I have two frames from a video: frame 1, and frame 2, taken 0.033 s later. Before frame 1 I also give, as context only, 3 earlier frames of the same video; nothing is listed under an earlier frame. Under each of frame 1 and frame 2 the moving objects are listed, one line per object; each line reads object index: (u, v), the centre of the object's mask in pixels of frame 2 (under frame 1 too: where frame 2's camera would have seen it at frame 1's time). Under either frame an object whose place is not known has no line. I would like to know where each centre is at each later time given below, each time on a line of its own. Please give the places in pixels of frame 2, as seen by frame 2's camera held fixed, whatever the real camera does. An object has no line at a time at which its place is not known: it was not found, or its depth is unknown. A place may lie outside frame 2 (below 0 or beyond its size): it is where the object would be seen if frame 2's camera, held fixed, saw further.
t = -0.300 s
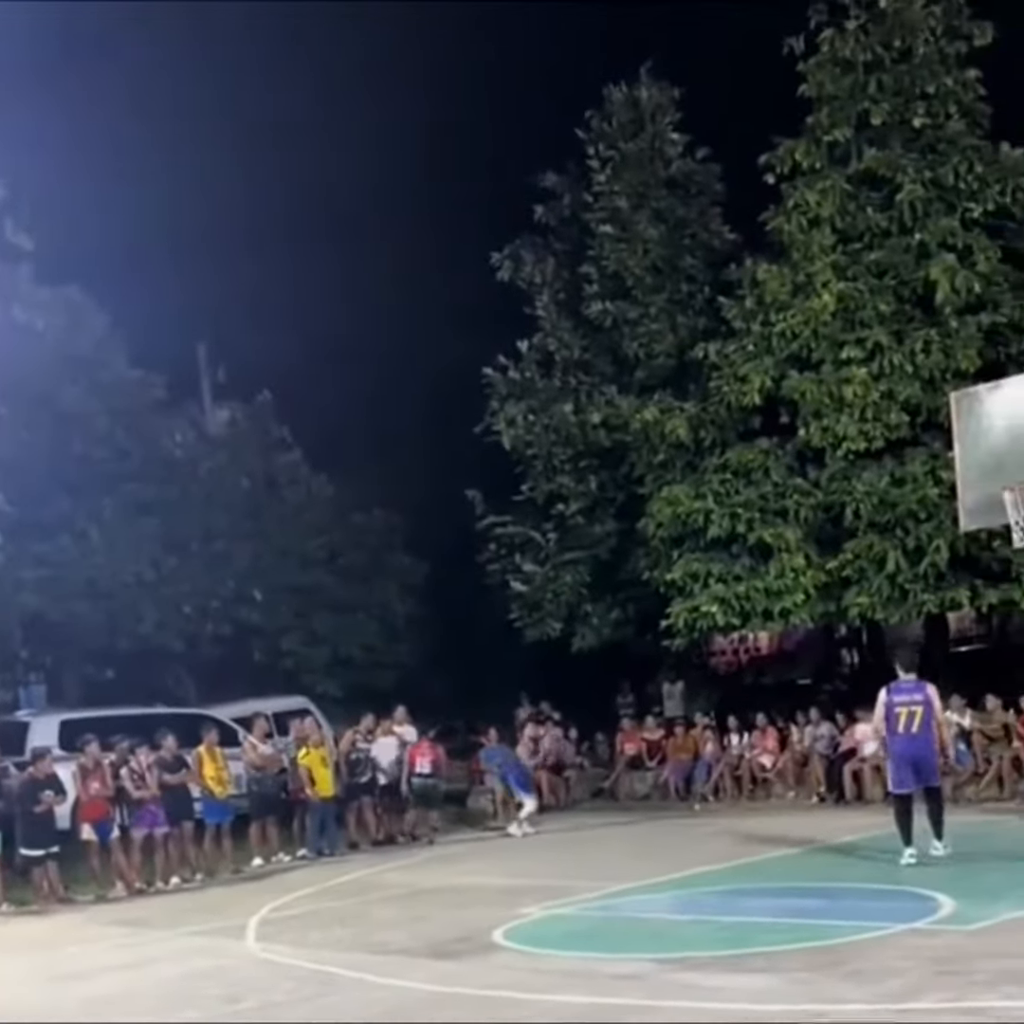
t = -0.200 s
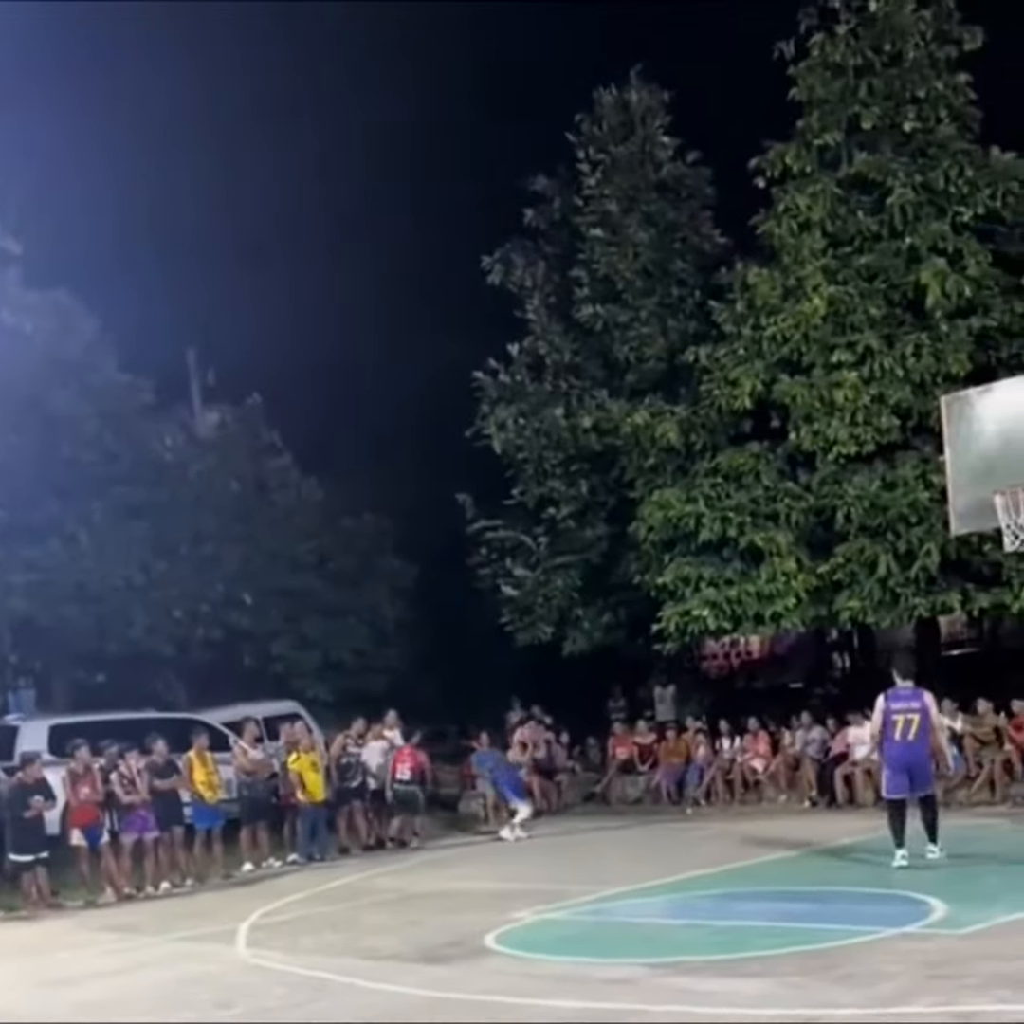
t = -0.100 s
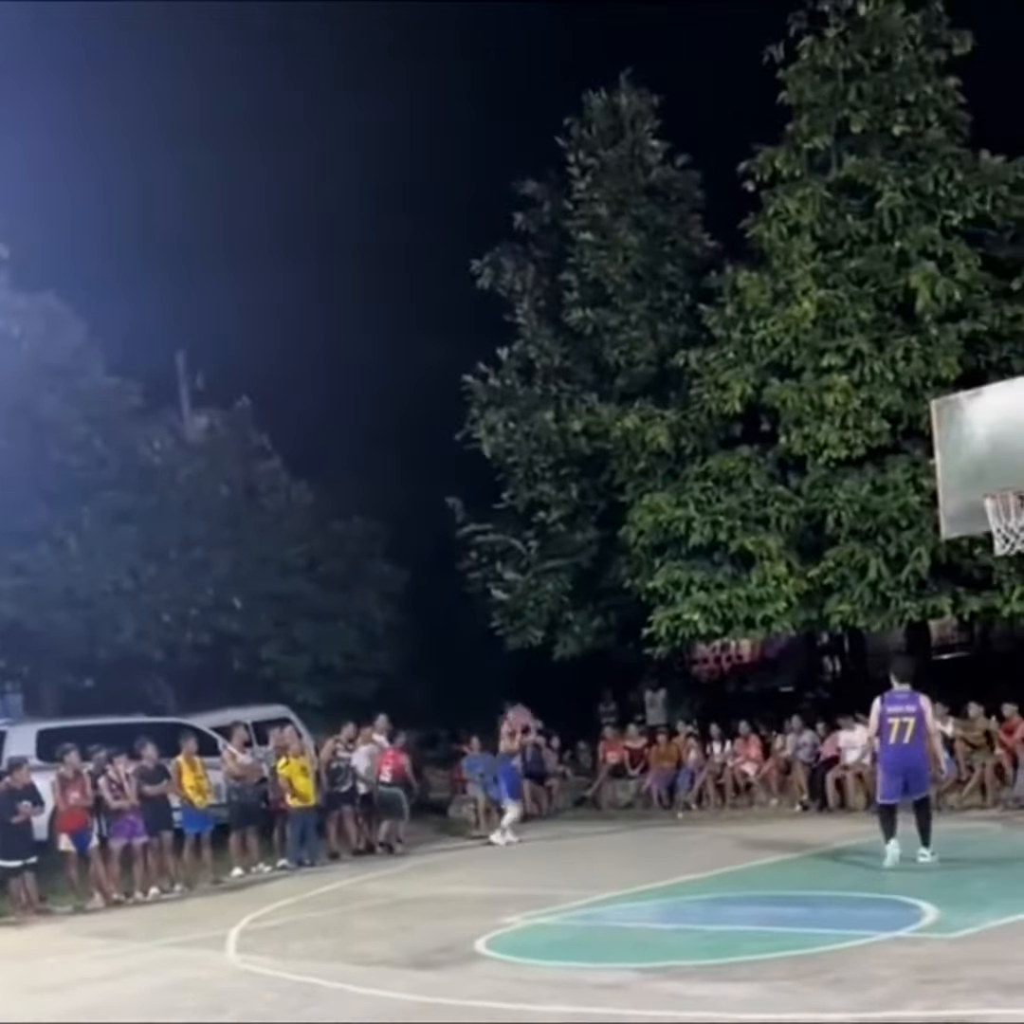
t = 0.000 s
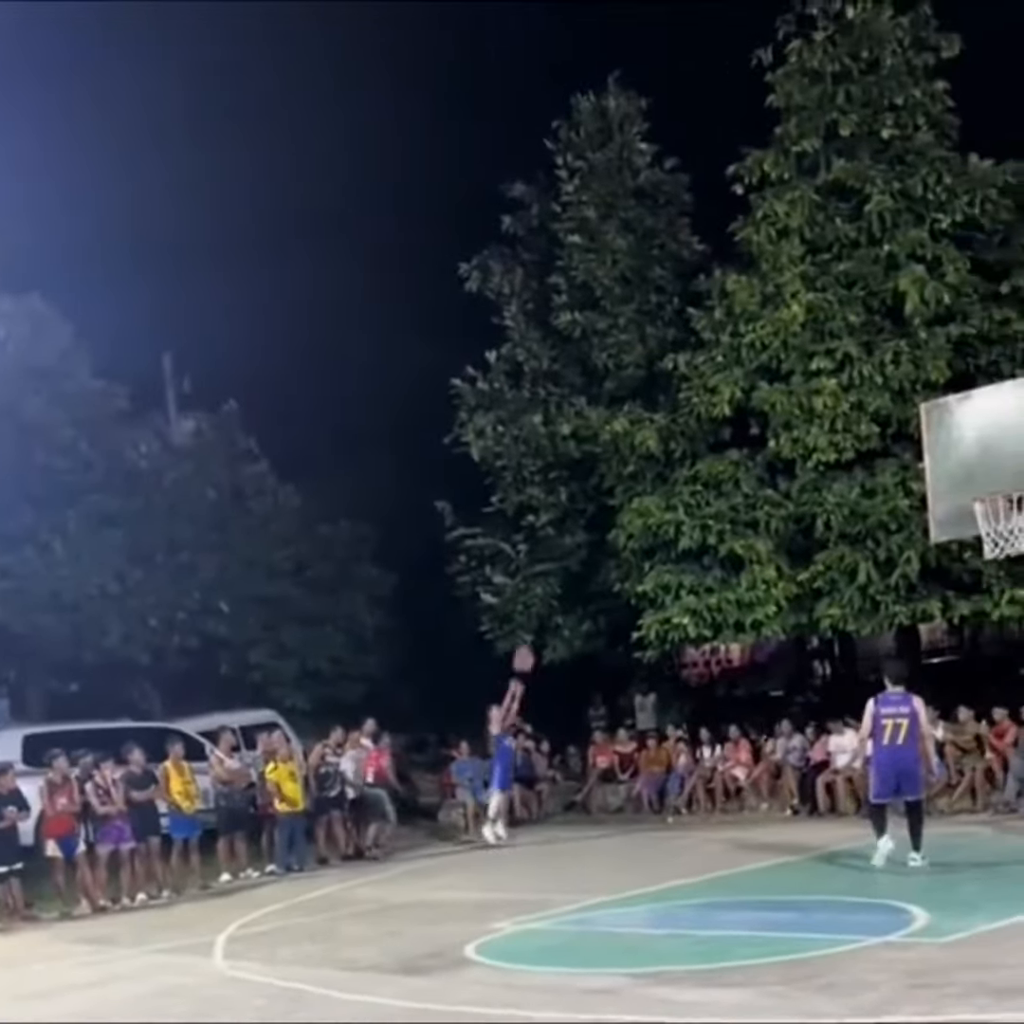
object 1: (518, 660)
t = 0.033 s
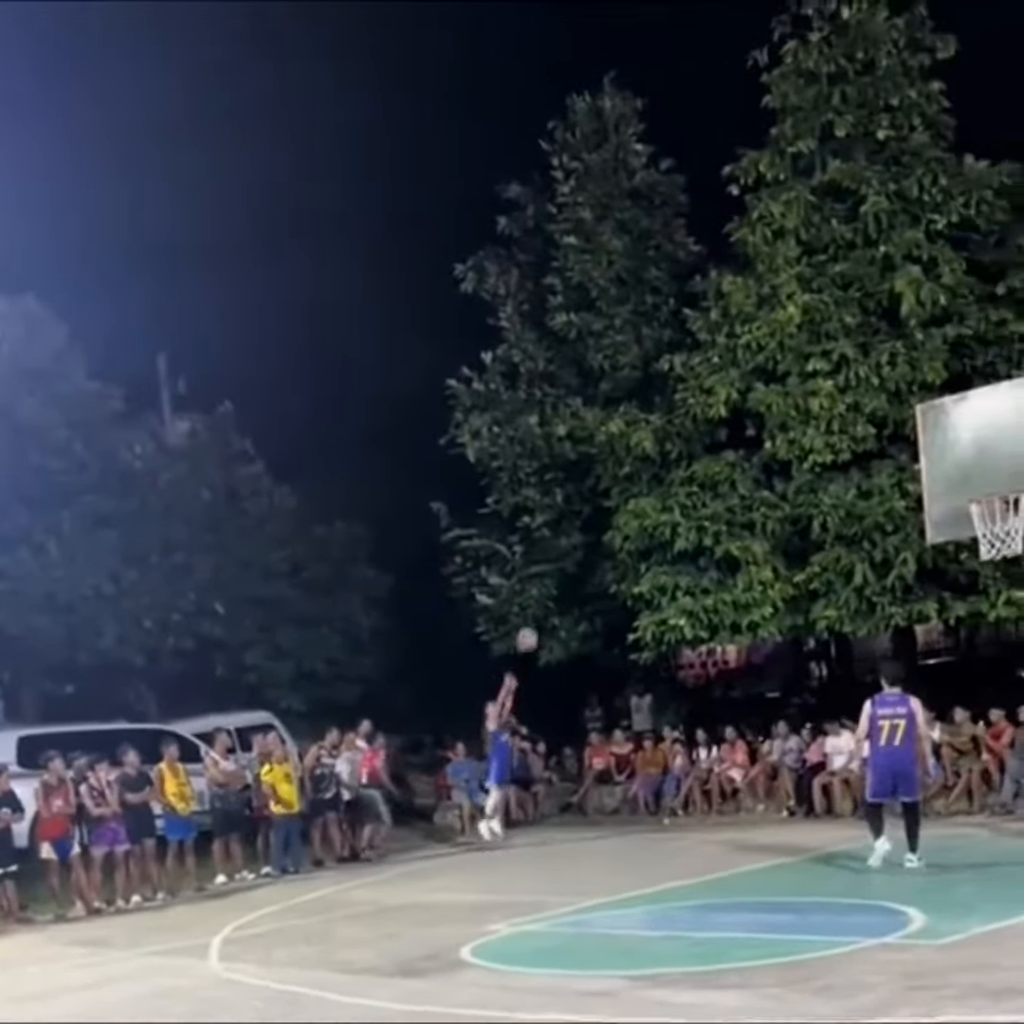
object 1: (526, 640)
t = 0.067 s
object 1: (536, 619)
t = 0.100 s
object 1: (544, 599)
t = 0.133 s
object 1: (554, 581)
